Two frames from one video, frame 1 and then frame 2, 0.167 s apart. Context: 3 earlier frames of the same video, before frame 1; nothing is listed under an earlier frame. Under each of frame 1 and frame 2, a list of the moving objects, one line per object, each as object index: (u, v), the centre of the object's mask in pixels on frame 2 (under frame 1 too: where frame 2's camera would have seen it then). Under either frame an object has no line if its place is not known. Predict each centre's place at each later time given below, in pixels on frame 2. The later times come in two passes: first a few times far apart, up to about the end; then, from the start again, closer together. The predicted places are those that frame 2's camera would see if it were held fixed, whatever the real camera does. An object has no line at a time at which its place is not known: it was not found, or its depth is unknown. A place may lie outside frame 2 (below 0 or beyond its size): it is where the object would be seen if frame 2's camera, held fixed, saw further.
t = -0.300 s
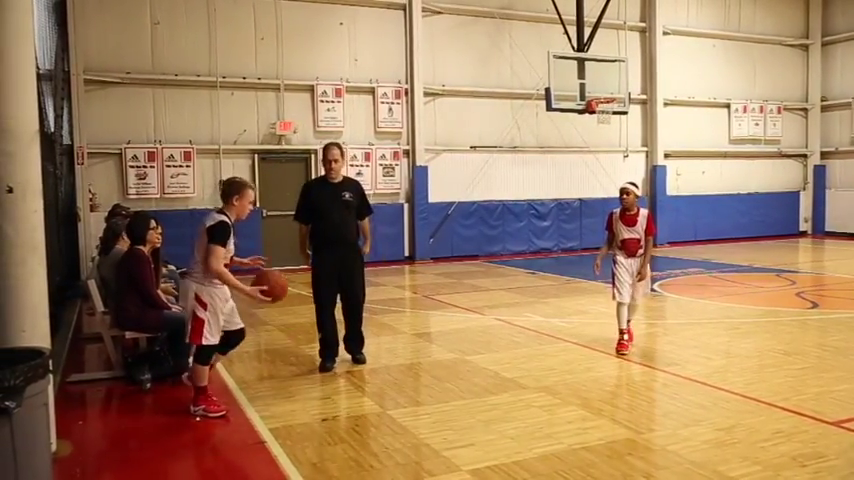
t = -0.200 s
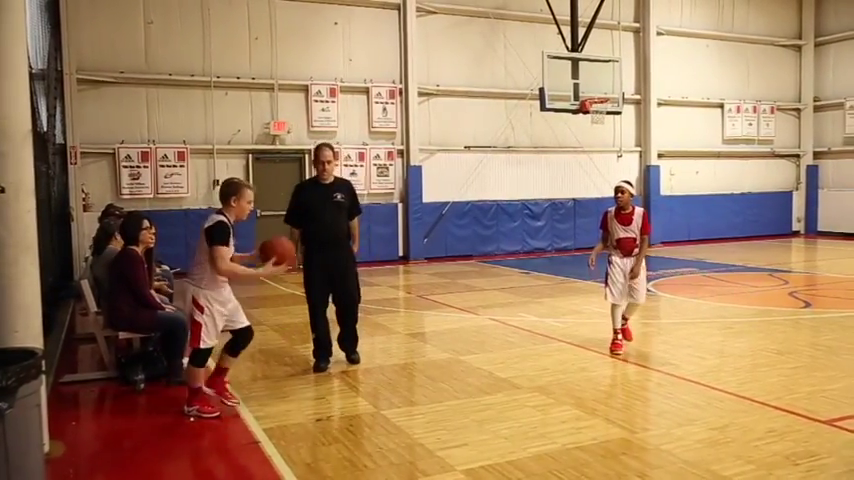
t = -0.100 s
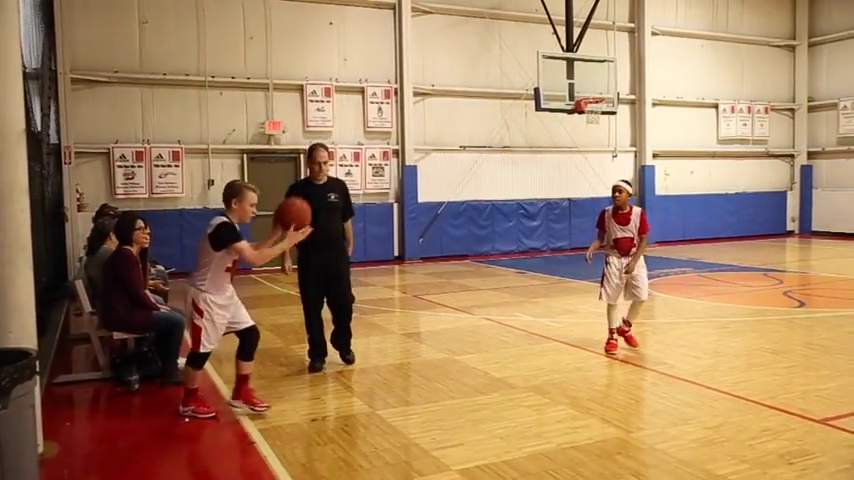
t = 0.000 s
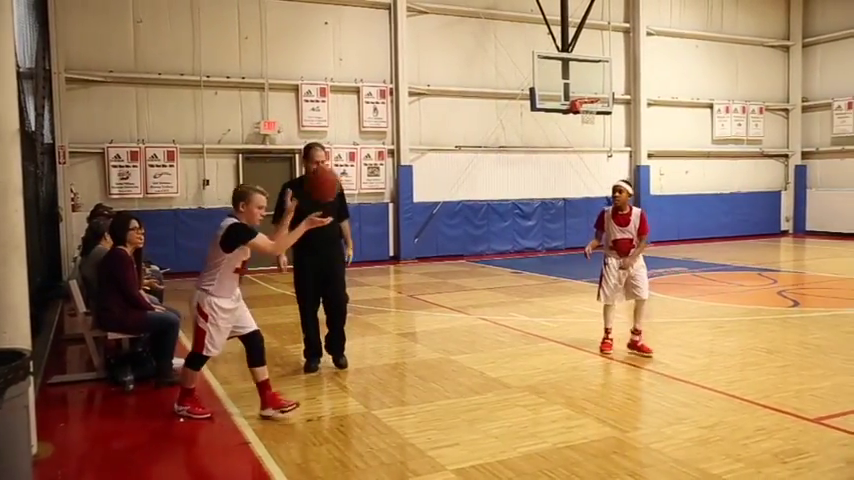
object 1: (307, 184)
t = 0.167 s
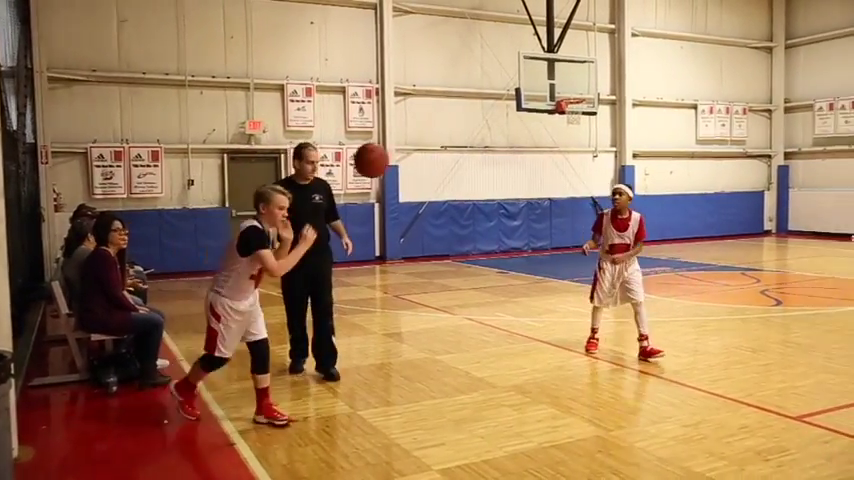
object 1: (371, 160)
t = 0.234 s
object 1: (397, 162)
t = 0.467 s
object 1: (484, 223)
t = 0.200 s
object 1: (384, 160)
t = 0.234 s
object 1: (397, 162)
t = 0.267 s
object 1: (409, 167)
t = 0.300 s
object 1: (422, 172)
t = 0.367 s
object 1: (447, 187)
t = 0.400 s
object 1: (460, 198)
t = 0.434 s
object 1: (472, 210)
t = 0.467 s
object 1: (484, 223)
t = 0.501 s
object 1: (496, 238)
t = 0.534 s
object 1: (509, 254)
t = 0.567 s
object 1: (521, 273)
